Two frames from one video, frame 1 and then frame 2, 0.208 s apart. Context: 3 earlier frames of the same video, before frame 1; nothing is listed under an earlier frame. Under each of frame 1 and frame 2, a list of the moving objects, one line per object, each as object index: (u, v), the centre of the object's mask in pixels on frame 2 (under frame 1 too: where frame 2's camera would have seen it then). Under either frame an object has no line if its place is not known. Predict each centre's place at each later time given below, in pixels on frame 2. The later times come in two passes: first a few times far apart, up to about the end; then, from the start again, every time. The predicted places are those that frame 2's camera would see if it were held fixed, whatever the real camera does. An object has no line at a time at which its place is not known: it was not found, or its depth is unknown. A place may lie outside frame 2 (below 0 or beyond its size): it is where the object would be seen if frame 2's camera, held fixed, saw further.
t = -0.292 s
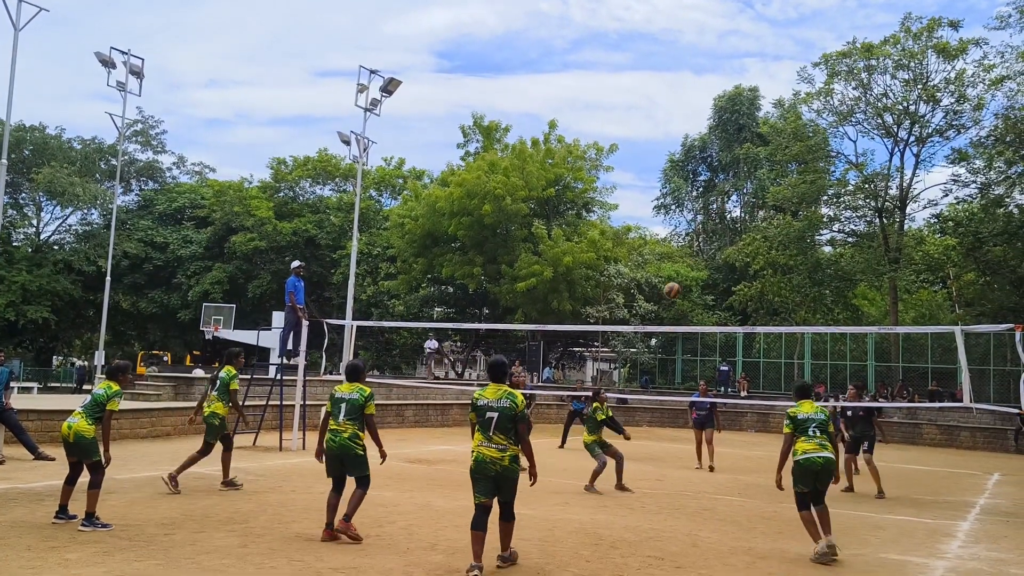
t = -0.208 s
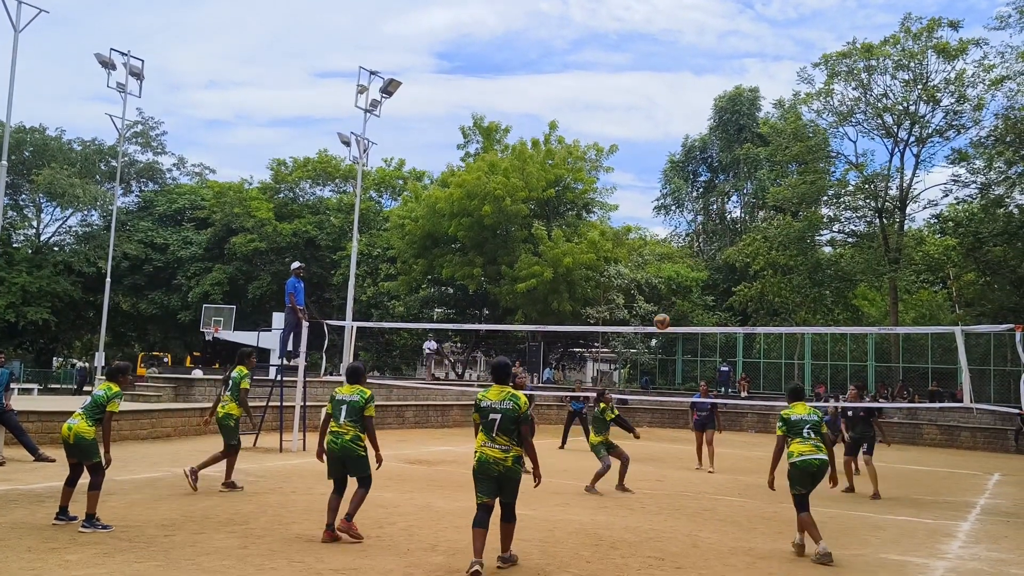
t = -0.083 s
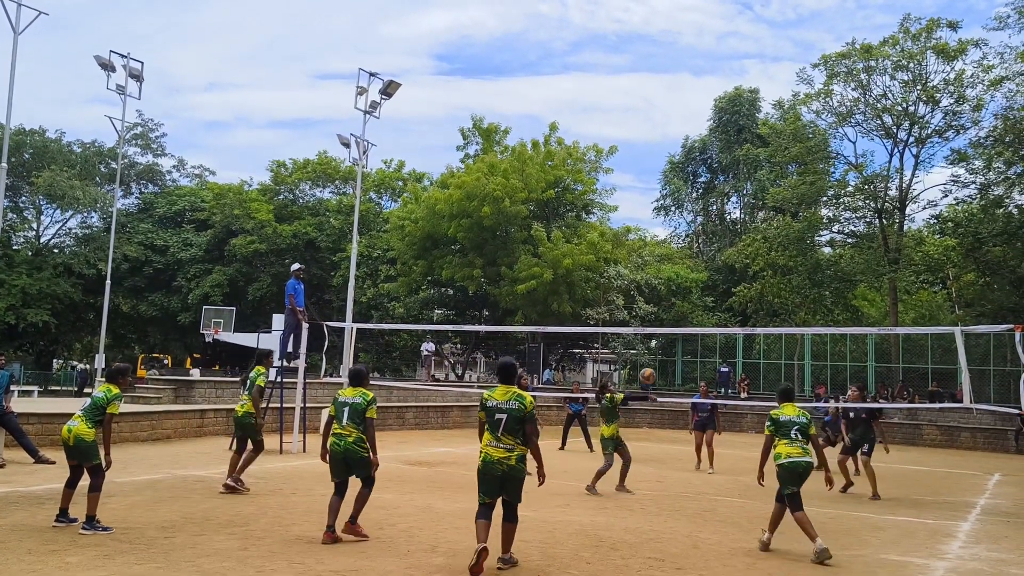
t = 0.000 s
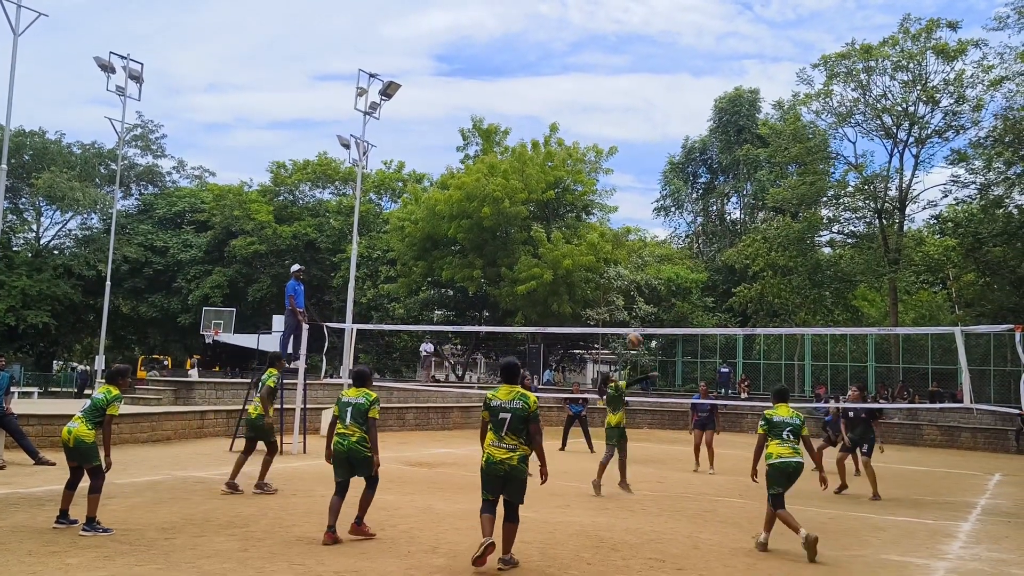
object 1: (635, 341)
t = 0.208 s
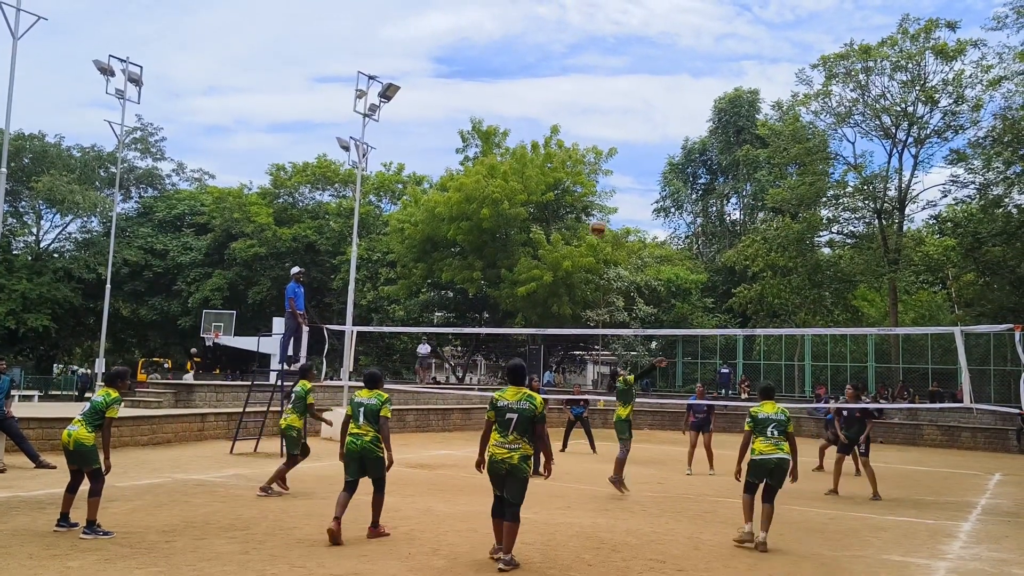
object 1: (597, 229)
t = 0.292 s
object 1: (582, 193)
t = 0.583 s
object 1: (533, 111)
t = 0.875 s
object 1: (482, 89)
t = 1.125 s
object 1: (438, 115)
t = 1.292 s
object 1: (408, 157)
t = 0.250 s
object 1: (590, 210)
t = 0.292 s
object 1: (582, 193)
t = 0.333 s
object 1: (576, 178)
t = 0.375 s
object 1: (569, 163)
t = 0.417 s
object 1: (562, 150)
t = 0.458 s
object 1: (554, 139)
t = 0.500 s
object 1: (547, 128)
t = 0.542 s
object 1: (540, 119)
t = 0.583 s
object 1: (533, 111)
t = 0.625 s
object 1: (525, 105)
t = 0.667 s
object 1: (518, 99)
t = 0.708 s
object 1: (511, 95)
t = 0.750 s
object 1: (504, 91)
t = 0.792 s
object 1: (497, 89)
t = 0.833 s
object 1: (489, 88)
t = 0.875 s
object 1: (482, 89)
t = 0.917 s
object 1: (475, 91)
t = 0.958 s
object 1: (467, 93)
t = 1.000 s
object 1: (460, 97)
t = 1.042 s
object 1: (453, 102)
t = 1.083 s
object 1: (445, 108)
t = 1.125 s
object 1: (438, 115)
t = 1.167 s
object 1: (430, 124)
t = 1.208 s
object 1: (423, 134)
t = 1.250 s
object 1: (415, 145)
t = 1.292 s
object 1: (408, 157)
